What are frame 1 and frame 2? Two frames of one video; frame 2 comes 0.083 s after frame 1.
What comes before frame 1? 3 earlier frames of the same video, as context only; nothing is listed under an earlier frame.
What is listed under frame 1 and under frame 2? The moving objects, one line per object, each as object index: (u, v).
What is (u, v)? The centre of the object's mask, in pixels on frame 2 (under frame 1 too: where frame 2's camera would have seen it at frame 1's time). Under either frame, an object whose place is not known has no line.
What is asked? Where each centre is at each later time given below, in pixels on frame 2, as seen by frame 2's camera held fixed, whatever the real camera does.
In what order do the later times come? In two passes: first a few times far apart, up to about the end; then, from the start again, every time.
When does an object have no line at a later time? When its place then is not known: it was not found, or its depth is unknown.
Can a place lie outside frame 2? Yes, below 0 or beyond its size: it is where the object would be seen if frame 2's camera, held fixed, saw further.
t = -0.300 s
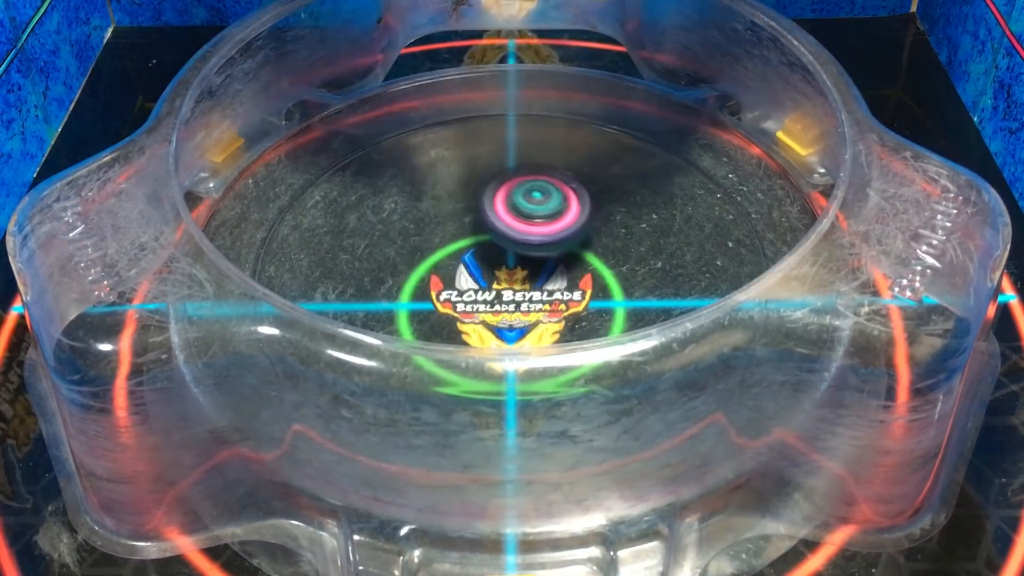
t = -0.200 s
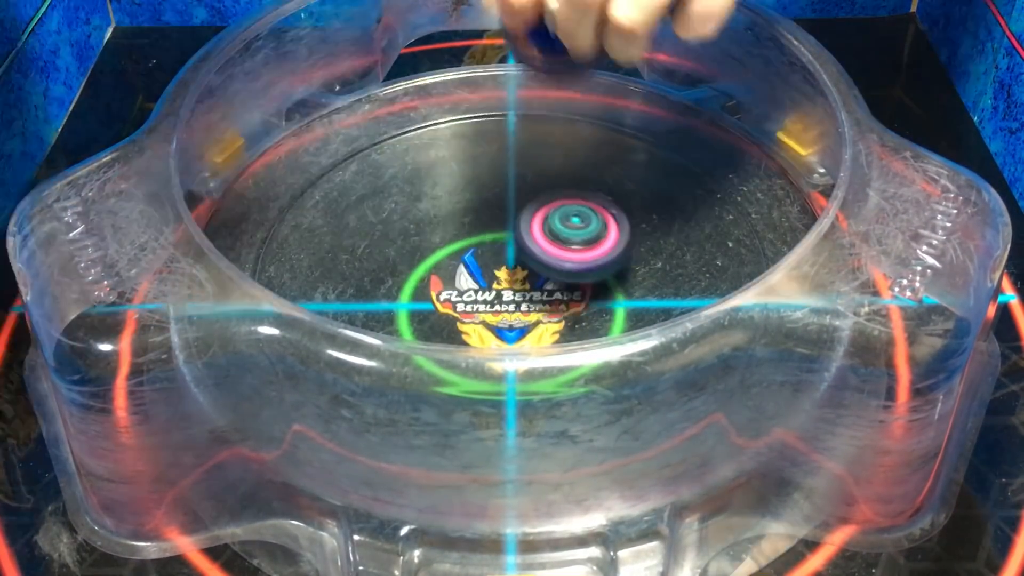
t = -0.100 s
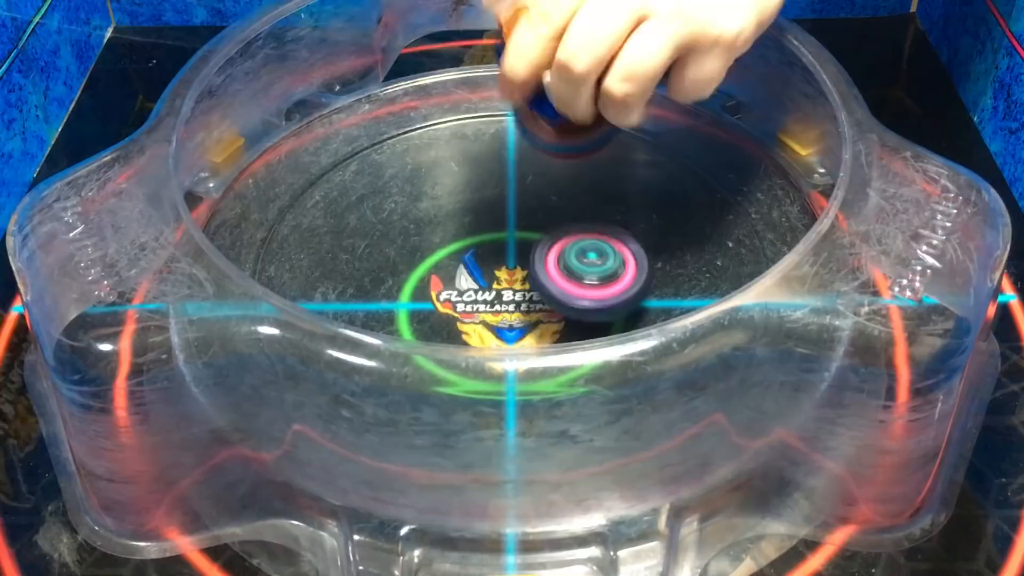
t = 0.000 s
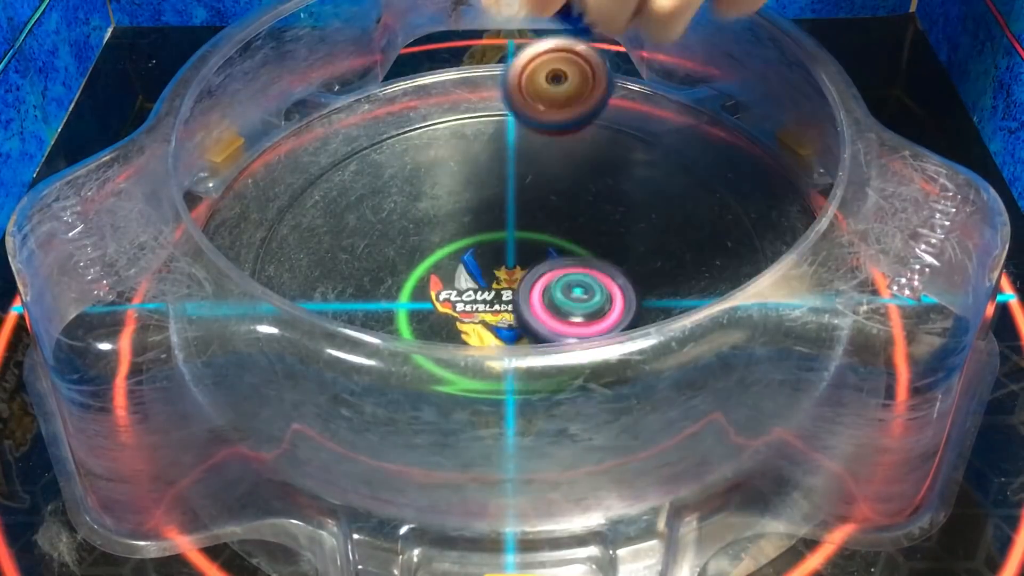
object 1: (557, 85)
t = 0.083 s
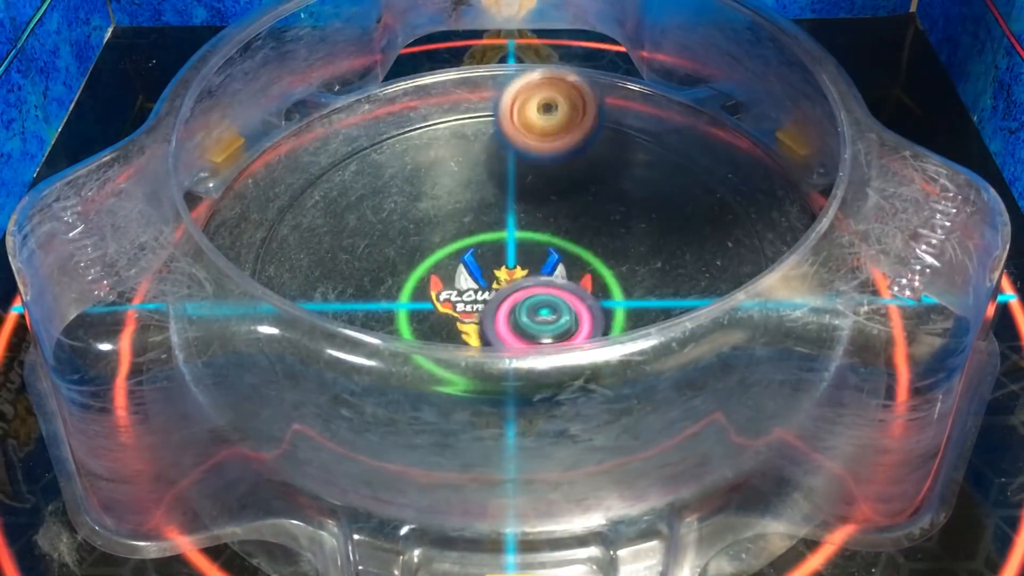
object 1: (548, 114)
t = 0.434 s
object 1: (669, 277)
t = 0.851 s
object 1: (631, 221)
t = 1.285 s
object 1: (653, 253)
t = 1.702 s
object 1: (602, 282)
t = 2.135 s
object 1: (645, 284)
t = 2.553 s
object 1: (628, 299)
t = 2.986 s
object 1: (532, 295)
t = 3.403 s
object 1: (629, 307)
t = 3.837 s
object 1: (304, 115)
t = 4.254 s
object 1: (623, 291)
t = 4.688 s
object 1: (605, 353)
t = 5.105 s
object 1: (391, 315)
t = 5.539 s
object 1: (270, 349)
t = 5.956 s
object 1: (404, 298)
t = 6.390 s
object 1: (478, 288)
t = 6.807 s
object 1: (294, 208)
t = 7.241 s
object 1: (715, 240)
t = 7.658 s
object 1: (402, 106)
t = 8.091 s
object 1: (605, 340)
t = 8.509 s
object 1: (749, 230)
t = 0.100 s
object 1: (545, 131)
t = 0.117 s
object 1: (546, 132)
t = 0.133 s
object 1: (545, 135)
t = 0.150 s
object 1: (544, 142)
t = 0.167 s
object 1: (543, 154)
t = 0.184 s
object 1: (542, 171)
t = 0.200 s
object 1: (540, 193)
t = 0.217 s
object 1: (541, 208)
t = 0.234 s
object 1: (541, 213)
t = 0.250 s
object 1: (541, 224)
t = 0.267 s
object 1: (541, 240)
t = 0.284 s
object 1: (546, 259)
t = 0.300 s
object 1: (561, 263)
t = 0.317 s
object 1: (576, 264)
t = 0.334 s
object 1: (590, 269)
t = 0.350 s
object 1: (605, 277)
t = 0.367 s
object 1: (620, 276)
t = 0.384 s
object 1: (633, 278)
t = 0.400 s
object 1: (645, 281)
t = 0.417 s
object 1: (658, 277)
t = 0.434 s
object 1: (669, 277)
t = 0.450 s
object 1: (677, 278)
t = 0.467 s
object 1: (693, 285)
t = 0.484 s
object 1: (703, 288)
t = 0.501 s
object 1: (710, 286)
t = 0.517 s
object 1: (717, 287)
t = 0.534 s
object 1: (722, 285)
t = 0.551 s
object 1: (727, 283)
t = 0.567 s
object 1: (729, 280)
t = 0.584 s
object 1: (731, 280)
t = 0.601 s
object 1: (731, 277)
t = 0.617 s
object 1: (730, 274)
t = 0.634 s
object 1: (718, 261)
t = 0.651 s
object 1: (717, 259)
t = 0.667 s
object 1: (715, 258)
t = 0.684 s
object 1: (711, 257)
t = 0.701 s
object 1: (707, 256)
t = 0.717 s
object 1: (702, 253)
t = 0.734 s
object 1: (695, 252)
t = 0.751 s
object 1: (688, 249)
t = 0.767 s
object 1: (679, 244)
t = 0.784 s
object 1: (670, 239)
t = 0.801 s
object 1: (659, 235)
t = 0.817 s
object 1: (650, 230)
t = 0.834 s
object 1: (641, 224)
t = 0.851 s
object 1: (631, 221)
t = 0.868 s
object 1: (633, 220)
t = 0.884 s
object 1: (637, 219)
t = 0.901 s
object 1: (642, 219)
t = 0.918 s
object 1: (646, 219)
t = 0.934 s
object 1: (651, 220)
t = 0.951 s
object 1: (655, 220)
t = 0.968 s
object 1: (658, 221)
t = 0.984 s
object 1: (662, 221)
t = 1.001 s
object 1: (664, 222)
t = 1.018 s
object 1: (667, 223)
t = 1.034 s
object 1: (669, 225)
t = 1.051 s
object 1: (671, 227)
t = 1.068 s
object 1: (672, 228)
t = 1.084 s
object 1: (673, 230)
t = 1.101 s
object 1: (673, 232)
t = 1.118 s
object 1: (673, 234)
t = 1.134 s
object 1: (673, 237)
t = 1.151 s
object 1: (670, 238)
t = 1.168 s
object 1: (670, 240)
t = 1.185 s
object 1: (669, 241)
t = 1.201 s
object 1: (666, 243)
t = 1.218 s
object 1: (664, 245)
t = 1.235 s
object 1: (662, 247)
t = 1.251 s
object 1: (660, 249)
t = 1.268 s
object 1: (657, 251)
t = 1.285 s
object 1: (653, 253)
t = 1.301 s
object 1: (649, 255)
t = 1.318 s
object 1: (646, 258)
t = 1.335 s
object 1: (642, 258)
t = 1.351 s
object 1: (637, 261)
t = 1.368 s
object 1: (632, 263)
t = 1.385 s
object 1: (627, 265)
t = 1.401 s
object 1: (622, 268)
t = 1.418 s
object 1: (616, 271)
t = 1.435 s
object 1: (610, 273)
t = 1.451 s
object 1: (603, 275)
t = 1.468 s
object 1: (597, 278)
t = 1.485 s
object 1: (590, 280)
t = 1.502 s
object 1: (584, 282)
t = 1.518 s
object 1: (577, 284)
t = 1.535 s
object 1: (573, 285)
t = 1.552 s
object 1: (575, 285)
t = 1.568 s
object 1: (578, 284)
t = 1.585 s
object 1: (581, 284)
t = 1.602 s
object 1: (584, 283)
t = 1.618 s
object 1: (587, 282)
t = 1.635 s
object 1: (589, 283)
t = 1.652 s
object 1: (593, 282)
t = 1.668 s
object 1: (596, 281)
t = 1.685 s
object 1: (599, 281)
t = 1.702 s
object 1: (602, 282)
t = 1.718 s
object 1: (604, 281)
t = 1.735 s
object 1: (607, 281)
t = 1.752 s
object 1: (610, 282)
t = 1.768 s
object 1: (613, 282)
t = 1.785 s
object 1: (615, 282)
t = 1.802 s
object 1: (618, 281)
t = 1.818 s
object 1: (620, 282)
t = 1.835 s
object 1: (622, 282)
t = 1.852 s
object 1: (625, 283)
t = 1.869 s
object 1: (627, 283)
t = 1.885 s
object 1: (629, 283)
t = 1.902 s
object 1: (631, 283)
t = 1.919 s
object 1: (634, 284)
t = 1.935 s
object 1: (636, 284)
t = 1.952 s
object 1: (638, 284)
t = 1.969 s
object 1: (639, 283)
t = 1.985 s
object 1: (641, 283)
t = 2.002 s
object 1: (642, 285)
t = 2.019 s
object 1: (643, 285)
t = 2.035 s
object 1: (643, 285)
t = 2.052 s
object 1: (644, 284)
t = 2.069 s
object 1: (644, 284)
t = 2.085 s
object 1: (645, 284)
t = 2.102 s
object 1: (645, 285)
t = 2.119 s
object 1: (645, 284)
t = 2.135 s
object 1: (645, 284)
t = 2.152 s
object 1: (645, 283)
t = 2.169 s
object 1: (645, 284)
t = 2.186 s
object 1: (645, 284)
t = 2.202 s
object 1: (650, 288)
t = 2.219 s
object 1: (657, 290)
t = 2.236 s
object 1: (663, 293)
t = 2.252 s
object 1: (668, 295)
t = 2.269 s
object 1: (686, 319)
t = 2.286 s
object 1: (693, 327)
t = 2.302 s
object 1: (698, 330)
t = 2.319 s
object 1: (704, 336)
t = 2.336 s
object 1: (708, 338)
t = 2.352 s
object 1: (711, 339)
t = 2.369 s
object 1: (710, 340)
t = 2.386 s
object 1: (709, 340)
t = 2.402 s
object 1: (703, 340)
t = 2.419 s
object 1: (696, 338)
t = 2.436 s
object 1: (690, 337)
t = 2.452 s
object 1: (682, 335)
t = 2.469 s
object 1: (676, 333)
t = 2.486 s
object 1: (667, 323)
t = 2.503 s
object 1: (659, 323)
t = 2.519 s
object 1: (648, 310)
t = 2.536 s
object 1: (636, 300)
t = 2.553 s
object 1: (628, 299)
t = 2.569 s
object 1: (620, 297)
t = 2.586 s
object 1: (611, 295)
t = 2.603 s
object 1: (602, 292)
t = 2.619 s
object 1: (601, 288)
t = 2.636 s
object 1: (603, 286)
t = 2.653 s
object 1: (604, 284)
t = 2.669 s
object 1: (605, 279)
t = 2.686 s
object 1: (605, 278)
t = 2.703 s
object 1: (605, 275)
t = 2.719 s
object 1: (604, 271)
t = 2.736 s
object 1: (603, 271)
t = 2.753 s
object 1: (601, 268)
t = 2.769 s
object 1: (598, 266)
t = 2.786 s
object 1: (596, 267)
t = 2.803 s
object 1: (592, 266)
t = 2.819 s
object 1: (588, 267)
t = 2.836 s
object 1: (584, 268)
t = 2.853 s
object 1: (579, 269)
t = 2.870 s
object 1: (574, 271)
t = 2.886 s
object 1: (569, 272)
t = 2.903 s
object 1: (562, 276)
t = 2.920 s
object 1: (556, 279)
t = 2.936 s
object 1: (550, 280)
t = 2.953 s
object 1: (543, 286)
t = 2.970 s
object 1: (535, 291)
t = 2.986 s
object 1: (532, 295)
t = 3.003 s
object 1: (538, 300)
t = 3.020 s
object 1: (543, 305)
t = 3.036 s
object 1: (550, 309)
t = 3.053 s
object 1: (554, 314)
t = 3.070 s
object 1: (561, 319)
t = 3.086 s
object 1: (567, 322)
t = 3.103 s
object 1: (572, 345)
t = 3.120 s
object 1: (584, 364)
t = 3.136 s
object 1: (591, 369)
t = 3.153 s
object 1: (599, 377)
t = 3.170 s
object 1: (609, 386)
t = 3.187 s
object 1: (619, 389)
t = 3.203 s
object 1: (627, 391)
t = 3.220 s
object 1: (635, 390)
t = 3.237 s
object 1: (641, 389)
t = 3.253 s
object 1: (644, 387)
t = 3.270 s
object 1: (647, 385)
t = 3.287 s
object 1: (647, 383)
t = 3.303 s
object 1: (648, 377)
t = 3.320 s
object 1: (649, 372)
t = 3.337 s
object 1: (645, 356)
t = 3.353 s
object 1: (642, 349)
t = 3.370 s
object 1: (637, 331)
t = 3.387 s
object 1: (637, 332)
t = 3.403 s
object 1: (629, 307)
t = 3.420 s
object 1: (628, 303)
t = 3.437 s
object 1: (626, 298)
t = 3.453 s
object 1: (623, 298)
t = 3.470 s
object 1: (636, 345)
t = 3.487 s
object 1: (644, 389)
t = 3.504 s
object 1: (648, 411)
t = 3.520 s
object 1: (630, 402)
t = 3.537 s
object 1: (596, 379)
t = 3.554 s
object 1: (569, 364)
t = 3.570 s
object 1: (536, 350)
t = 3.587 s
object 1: (509, 351)
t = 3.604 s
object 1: (486, 348)
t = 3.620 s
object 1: (462, 351)
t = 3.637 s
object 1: (443, 313)
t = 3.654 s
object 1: (420, 298)
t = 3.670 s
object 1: (399, 282)
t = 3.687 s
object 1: (382, 265)
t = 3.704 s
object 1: (367, 254)
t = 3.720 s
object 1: (354, 238)
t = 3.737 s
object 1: (341, 213)
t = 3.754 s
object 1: (330, 192)
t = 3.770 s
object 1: (320, 171)
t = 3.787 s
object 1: (313, 159)
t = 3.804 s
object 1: (304, 150)
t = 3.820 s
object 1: (301, 130)
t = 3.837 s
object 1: (304, 115)
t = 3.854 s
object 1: (314, 108)
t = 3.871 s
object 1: (326, 108)
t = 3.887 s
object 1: (338, 110)
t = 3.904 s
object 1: (351, 118)
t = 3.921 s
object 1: (364, 130)
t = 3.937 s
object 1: (377, 129)
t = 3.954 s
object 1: (392, 128)
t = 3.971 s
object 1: (406, 134)
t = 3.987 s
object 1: (420, 144)
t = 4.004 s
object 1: (436, 160)
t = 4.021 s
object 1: (450, 163)
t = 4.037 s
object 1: (464, 164)
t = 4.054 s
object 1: (480, 169)
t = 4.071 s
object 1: (497, 180)
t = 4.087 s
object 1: (510, 193)
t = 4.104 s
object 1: (527, 211)
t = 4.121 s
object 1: (539, 213)
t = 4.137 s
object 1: (552, 218)
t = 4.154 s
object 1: (566, 228)
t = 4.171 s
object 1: (580, 243)
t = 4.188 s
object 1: (593, 260)
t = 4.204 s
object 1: (602, 266)
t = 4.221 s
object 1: (610, 274)
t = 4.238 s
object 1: (618, 285)
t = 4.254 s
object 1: (623, 291)
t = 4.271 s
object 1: (625, 296)
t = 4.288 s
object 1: (624, 300)
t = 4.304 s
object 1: (622, 303)
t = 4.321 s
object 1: (618, 307)
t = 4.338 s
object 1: (614, 310)
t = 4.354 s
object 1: (612, 313)
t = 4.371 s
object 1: (608, 315)
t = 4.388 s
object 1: (607, 317)
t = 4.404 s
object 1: (603, 319)
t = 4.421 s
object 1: (602, 321)
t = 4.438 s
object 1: (609, 351)
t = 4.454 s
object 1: (609, 353)
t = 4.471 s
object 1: (607, 355)
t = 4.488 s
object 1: (608, 356)
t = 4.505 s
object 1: (609, 358)
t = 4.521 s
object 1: (610, 358)
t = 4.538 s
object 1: (611, 359)
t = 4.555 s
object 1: (611, 359)
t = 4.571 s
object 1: (613, 360)
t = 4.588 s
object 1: (613, 359)
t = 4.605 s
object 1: (615, 359)
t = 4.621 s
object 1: (614, 359)
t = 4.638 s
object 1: (614, 358)
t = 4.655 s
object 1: (612, 356)
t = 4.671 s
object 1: (609, 355)
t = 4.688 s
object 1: (605, 353)
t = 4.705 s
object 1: (601, 351)
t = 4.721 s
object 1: (595, 349)
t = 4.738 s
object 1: (588, 348)
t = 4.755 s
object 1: (581, 347)
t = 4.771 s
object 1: (574, 347)
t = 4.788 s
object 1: (562, 323)
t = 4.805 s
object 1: (554, 323)
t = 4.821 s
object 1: (543, 323)
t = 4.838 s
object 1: (536, 334)
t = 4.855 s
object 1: (526, 321)
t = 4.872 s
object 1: (516, 321)
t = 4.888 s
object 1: (506, 321)
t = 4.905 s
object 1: (497, 321)
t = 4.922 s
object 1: (486, 321)
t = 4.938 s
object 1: (476, 321)
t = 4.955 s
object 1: (464, 320)
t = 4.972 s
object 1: (454, 319)
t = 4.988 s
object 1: (444, 319)
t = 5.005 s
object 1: (434, 319)
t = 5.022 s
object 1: (425, 318)
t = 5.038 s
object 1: (417, 318)
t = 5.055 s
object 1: (409, 317)
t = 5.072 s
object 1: (403, 316)
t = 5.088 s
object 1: (396, 316)
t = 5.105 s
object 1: (391, 315)
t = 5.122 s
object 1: (387, 315)
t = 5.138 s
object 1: (383, 315)
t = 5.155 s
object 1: (368, 343)
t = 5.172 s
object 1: (366, 344)
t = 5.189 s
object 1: (365, 346)
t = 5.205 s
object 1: (364, 347)
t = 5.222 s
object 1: (365, 348)
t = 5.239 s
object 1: (368, 350)
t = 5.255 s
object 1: (370, 352)
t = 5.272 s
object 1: (373, 354)
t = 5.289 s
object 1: (362, 355)
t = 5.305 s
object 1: (341, 359)
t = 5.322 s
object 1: (324, 359)
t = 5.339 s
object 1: (314, 353)
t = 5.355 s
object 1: (306, 349)
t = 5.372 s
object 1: (299, 350)
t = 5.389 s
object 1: (293, 354)
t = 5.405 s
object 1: (284, 358)
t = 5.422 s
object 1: (279, 350)
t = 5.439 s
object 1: (275, 347)
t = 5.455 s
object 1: (273, 348)
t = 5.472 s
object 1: (270, 353)
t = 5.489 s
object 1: (269, 352)
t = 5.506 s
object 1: (270, 346)
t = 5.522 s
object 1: (269, 346)
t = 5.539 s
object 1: (270, 349)
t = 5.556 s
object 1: (274, 343)
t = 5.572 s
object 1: (277, 342)
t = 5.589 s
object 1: (282, 342)
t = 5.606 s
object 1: (285, 339)
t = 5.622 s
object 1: (288, 340)
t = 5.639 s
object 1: (294, 337)
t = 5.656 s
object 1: (299, 336)
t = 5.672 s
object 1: (307, 336)
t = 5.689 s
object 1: (316, 334)
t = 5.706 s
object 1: (326, 333)
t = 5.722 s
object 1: (336, 338)
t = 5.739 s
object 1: (349, 339)
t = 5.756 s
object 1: (359, 339)
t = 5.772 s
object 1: (369, 338)
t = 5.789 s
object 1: (380, 334)
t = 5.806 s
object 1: (386, 335)
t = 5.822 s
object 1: (398, 312)
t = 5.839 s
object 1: (403, 310)
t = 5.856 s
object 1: (408, 308)
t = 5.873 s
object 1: (412, 306)
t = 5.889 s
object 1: (416, 303)
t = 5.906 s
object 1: (420, 299)
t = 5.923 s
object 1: (421, 296)
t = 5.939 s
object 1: (415, 296)
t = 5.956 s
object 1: (404, 298)
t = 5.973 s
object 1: (393, 300)
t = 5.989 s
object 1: (384, 301)
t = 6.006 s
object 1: (379, 303)
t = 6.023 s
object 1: (373, 304)
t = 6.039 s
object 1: (371, 305)
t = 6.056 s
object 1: (369, 307)
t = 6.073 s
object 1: (360, 332)
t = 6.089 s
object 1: (361, 338)
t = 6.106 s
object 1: (363, 341)
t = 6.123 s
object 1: (366, 345)
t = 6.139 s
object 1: (373, 349)
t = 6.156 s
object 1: (379, 353)
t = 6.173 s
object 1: (388, 355)
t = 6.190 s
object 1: (399, 356)
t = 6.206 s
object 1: (411, 357)
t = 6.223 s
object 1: (423, 355)
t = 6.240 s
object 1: (435, 351)
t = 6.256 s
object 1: (444, 347)
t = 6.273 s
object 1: (452, 344)
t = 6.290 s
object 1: (459, 319)
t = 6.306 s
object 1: (465, 317)
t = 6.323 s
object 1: (470, 312)
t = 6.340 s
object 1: (474, 307)
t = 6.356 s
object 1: (477, 302)
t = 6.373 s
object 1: (481, 296)
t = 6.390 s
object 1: (478, 288)
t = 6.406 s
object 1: (473, 280)
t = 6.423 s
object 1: (469, 271)
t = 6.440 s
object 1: (462, 264)
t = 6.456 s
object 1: (455, 256)
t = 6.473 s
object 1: (448, 249)
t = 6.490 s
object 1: (441, 242)
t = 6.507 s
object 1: (433, 233)
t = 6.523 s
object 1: (424, 226)
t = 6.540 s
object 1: (416, 219)
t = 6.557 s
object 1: (407, 213)
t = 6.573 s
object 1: (399, 207)
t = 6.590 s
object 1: (389, 202)
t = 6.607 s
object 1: (381, 197)
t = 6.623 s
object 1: (372, 193)
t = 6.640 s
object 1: (363, 190)
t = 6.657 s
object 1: (355, 188)
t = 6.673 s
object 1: (347, 186)
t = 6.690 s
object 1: (338, 186)
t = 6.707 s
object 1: (330, 186)
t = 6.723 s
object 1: (323, 187)
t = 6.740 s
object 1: (316, 189)
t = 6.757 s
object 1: (309, 192)
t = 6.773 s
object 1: (303, 197)
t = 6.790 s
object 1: (299, 202)
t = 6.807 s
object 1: (294, 208)
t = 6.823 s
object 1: (290, 215)
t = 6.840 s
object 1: (288, 225)
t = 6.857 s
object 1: (287, 234)
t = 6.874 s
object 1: (289, 243)
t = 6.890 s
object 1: (294, 252)
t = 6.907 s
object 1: (301, 261)
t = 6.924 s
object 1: (312, 271)
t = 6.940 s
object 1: (325, 281)
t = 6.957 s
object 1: (338, 296)
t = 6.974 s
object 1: (356, 319)
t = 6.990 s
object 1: (377, 328)
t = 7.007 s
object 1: (402, 336)
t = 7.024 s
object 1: (430, 341)
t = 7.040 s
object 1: (456, 344)
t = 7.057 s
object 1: (482, 346)
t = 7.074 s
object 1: (511, 345)
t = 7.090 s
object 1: (540, 342)
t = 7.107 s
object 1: (568, 338)
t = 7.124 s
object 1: (596, 323)
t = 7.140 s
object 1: (614, 305)
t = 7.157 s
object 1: (637, 296)
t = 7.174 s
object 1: (658, 286)
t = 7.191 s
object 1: (675, 276)
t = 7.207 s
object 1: (690, 264)
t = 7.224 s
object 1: (704, 253)
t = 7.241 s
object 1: (715, 240)
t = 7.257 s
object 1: (725, 226)
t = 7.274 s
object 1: (731, 209)
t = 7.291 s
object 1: (734, 194)
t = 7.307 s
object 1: (735, 177)
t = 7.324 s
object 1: (731, 160)
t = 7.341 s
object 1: (724, 145)
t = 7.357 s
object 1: (716, 131)
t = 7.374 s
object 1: (707, 118)
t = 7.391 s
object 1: (699, 105)
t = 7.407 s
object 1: (687, 95)
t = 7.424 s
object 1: (669, 89)
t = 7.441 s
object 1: (647, 85)
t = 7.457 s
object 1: (627, 79)
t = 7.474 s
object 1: (605, 74)
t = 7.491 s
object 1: (584, 67)
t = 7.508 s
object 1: (562, 62)
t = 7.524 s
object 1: (539, 58)
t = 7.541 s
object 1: (516, 54)
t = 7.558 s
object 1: (491, 52)
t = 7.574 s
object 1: (467, 49)
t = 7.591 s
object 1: (442, 48)
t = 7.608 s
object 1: (421, 50)
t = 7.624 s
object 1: (412, 64)
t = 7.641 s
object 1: (407, 83)
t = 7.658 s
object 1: (402, 106)
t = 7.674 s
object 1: (396, 129)
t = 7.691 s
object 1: (389, 151)
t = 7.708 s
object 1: (383, 173)
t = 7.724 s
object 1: (381, 195)
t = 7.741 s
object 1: (381, 217)
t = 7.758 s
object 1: (382, 238)
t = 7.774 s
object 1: (384, 257)
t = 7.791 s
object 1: (376, 277)
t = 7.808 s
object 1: (363, 287)
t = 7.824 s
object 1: (343, 320)
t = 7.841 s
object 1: (332, 336)
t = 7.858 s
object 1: (321, 353)
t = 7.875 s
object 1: (315, 368)
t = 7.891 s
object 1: (314, 379)
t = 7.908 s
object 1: (316, 390)
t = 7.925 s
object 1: (334, 395)
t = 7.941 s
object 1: (355, 396)
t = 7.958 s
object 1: (384, 402)
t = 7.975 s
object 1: (414, 398)
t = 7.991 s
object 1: (437, 396)
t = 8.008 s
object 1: (470, 385)
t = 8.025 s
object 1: (497, 376)
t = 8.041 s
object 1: (525, 367)
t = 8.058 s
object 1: (552, 359)
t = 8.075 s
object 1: (579, 349)
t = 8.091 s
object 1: (605, 340)
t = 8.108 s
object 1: (629, 333)
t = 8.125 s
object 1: (657, 327)
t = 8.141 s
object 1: (683, 328)
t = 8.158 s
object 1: (713, 336)
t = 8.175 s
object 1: (729, 327)
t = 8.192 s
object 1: (742, 314)
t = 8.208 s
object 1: (755, 307)
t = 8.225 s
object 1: (766, 304)
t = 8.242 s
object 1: (787, 316)
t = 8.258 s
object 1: (794, 320)
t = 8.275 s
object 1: (802, 313)
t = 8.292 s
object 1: (803, 295)
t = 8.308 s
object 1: (817, 295)
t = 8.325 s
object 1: (822, 292)
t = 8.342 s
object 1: (825, 292)
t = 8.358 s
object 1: (825, 288)
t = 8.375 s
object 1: (815, 276)
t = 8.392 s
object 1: (808, 266)
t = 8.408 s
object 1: (800, 263)
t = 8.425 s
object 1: (790, 250)
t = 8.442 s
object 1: (784, 247)
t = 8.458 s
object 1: (774, 244)
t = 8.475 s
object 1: (769, 238)
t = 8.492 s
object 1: (755, 232)
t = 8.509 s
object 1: (749, 230)
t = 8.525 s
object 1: (745, 228)
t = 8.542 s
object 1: (737, 226)
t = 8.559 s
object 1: (724, 221)
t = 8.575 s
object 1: (710, 215)
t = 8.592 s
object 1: (692, 210)
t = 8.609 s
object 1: (675, 205)
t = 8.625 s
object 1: (654, 201)
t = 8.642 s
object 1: (634, 199)
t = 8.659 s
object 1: (613, 198)
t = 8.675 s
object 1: (593, 196)
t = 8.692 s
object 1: (572, 196)
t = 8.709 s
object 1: (562, 189)
